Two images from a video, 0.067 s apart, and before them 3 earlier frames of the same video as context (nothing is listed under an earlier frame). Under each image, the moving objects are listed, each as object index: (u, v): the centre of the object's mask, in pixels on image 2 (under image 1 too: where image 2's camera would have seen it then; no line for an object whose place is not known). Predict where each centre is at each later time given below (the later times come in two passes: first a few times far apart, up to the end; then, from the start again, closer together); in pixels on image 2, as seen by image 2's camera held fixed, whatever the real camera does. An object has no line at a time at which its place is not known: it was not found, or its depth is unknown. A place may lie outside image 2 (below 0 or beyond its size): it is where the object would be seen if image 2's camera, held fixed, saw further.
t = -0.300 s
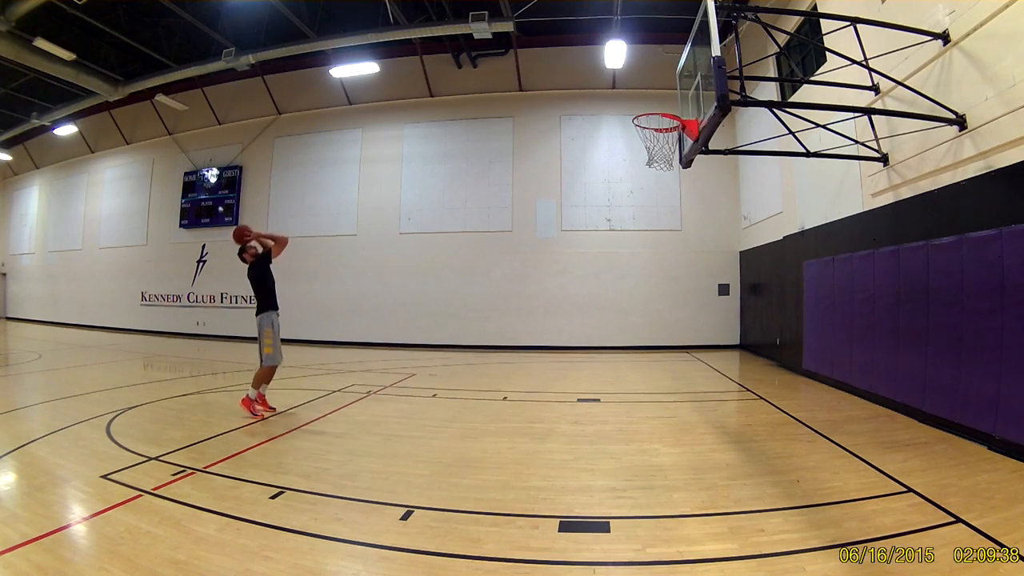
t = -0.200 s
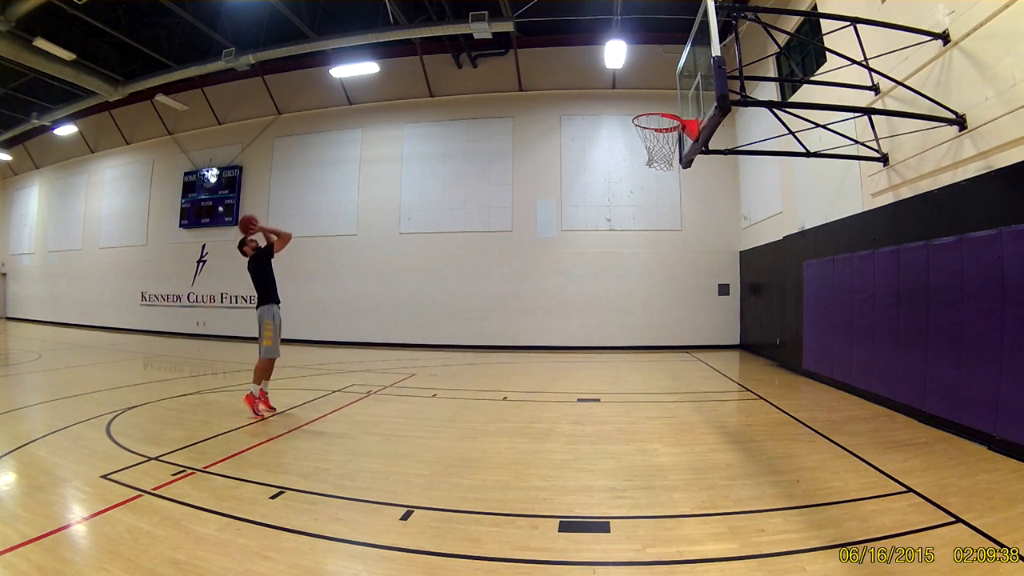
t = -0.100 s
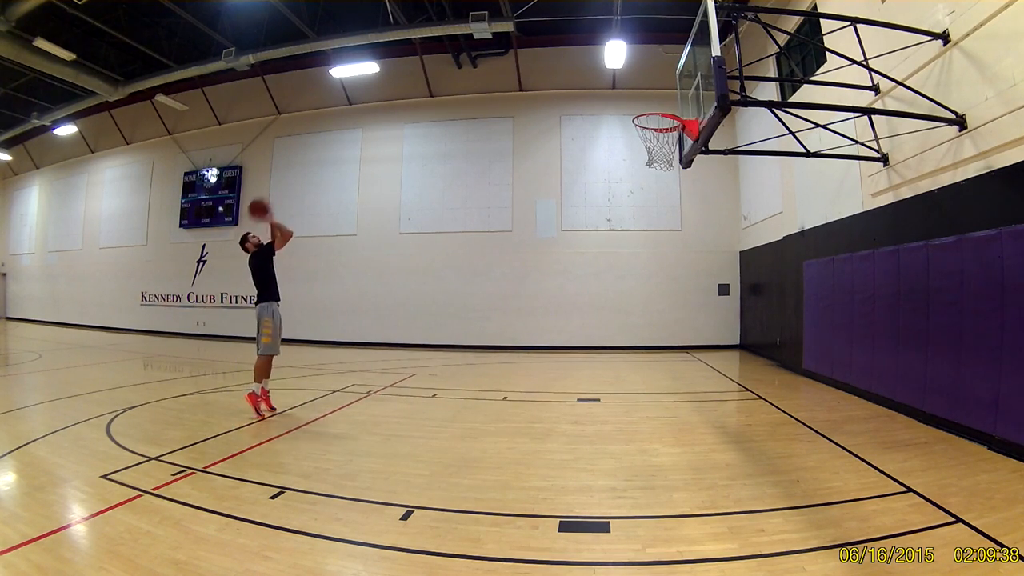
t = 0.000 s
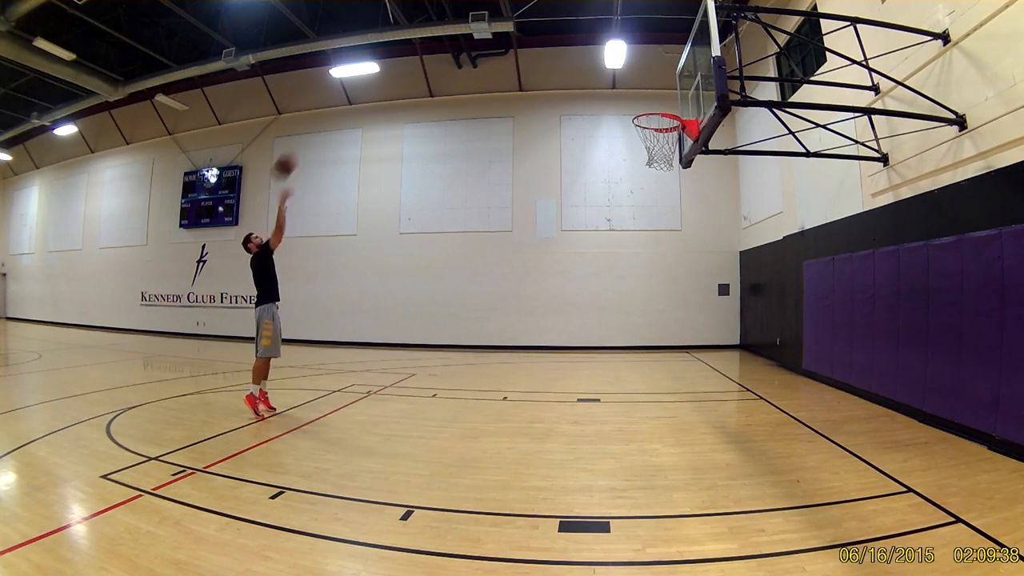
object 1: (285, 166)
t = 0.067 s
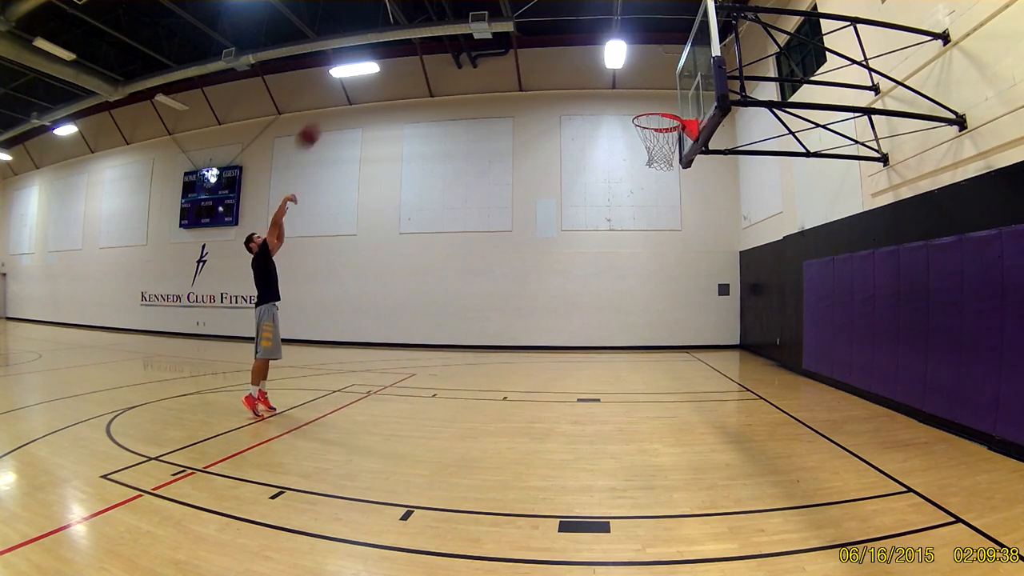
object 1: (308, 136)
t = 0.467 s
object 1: (458, 41)
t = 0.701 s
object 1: (548, 50)
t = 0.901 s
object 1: (627, 100)
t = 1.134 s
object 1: (677, 160)
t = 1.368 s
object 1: (682, 231)
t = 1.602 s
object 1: (685, 369)
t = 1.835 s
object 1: (670, 378)
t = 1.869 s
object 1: (666, 362)
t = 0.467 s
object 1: (458, 41)
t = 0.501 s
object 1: (470, 40)
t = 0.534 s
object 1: (484, 39)
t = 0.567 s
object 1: (499, 39)
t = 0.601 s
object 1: (510, 40)
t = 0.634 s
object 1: (523, 42)
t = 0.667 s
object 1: (535, 45)
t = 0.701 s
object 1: (548, 50)
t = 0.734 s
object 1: (561, 56)
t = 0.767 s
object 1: (574, 63)
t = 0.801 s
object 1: (587, 70)
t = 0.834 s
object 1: (601, 80)
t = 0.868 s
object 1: (614, 89)
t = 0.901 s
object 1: (627, 100)
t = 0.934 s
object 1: (639, 109)
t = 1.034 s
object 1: (671, 139)
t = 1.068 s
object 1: (675, 148)
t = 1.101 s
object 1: (676, 154)
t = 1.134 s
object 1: (677, 160)
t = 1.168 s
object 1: (677, 165)
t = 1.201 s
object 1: (678, 173)
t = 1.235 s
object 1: (678, 182)
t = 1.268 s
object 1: (679, 192)
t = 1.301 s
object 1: (680, 204)
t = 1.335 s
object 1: (681, 217)
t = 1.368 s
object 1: (682, 231)
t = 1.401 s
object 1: (682, 246)
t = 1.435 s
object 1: (683, 264)
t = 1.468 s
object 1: (683, 283)
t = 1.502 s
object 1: (684, 302)
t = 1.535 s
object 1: (685, 323)
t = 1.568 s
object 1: (685, 345)
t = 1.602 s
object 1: (685, 369)
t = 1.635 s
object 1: (685, 394)
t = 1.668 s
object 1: (685, 421)
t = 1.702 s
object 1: (684, 445)
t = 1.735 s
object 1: (681, 429)
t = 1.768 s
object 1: (677, 412)
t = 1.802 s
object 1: (674, 393)
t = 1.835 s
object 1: (670, 378)
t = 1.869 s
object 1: (666, 362)
